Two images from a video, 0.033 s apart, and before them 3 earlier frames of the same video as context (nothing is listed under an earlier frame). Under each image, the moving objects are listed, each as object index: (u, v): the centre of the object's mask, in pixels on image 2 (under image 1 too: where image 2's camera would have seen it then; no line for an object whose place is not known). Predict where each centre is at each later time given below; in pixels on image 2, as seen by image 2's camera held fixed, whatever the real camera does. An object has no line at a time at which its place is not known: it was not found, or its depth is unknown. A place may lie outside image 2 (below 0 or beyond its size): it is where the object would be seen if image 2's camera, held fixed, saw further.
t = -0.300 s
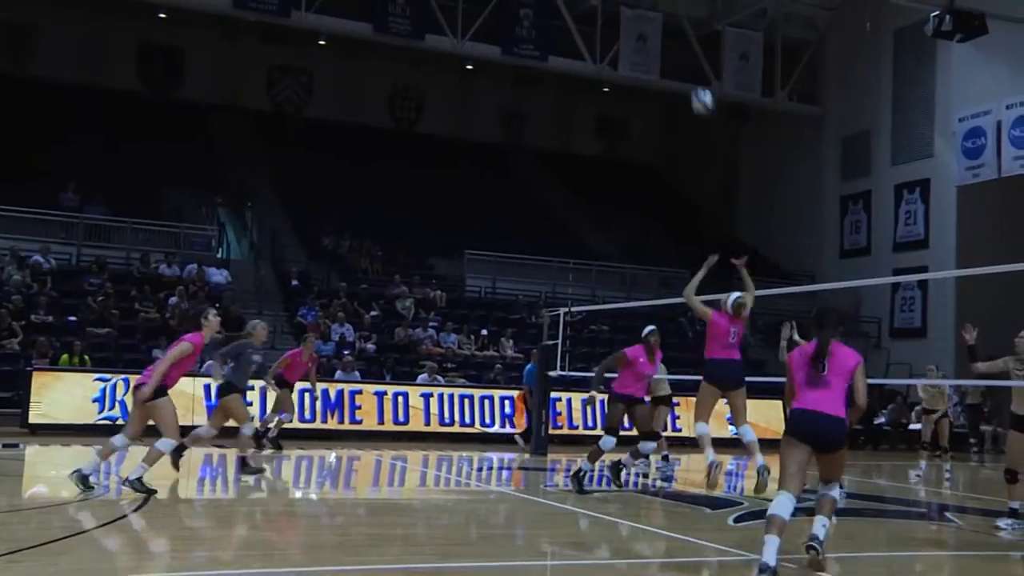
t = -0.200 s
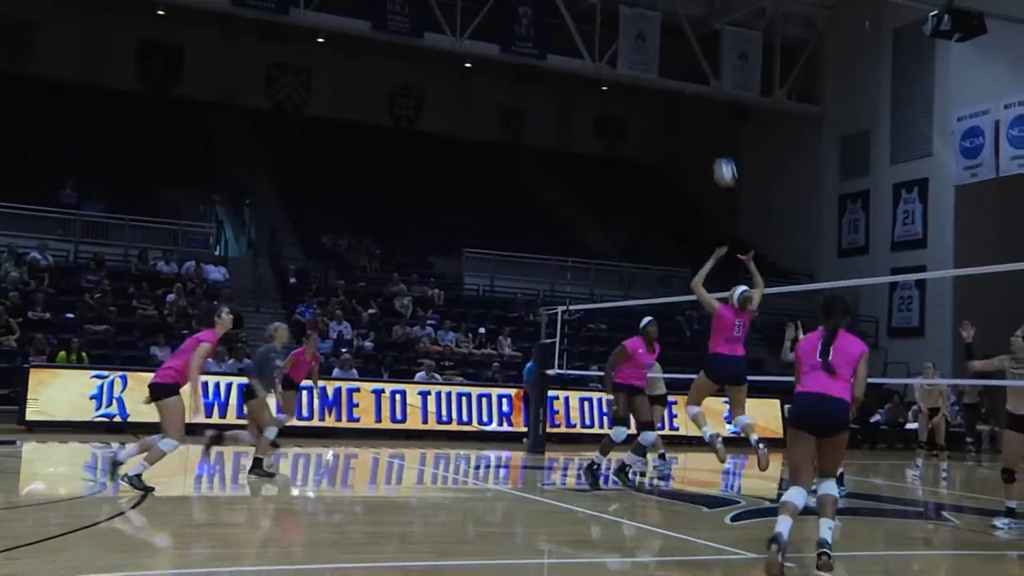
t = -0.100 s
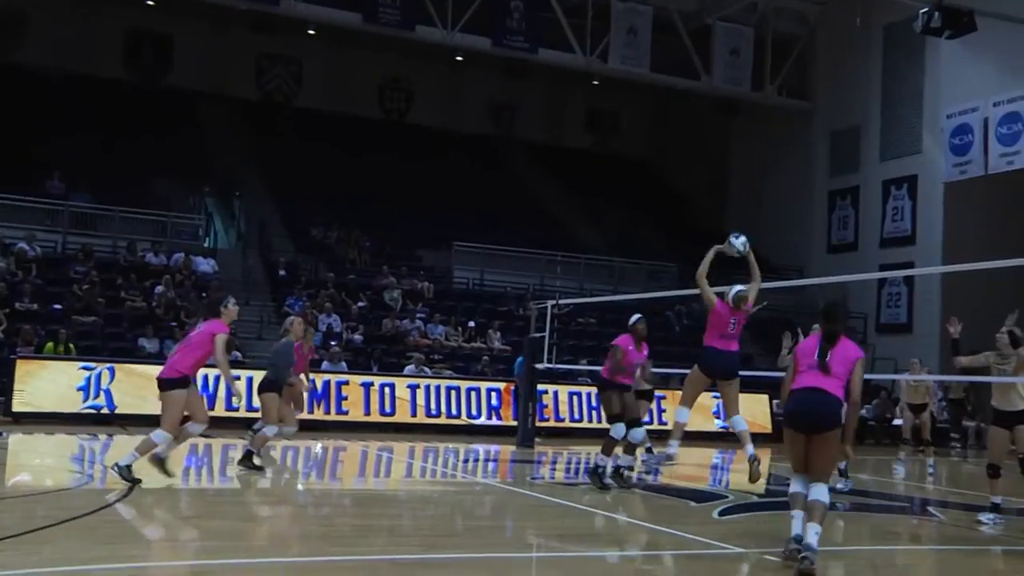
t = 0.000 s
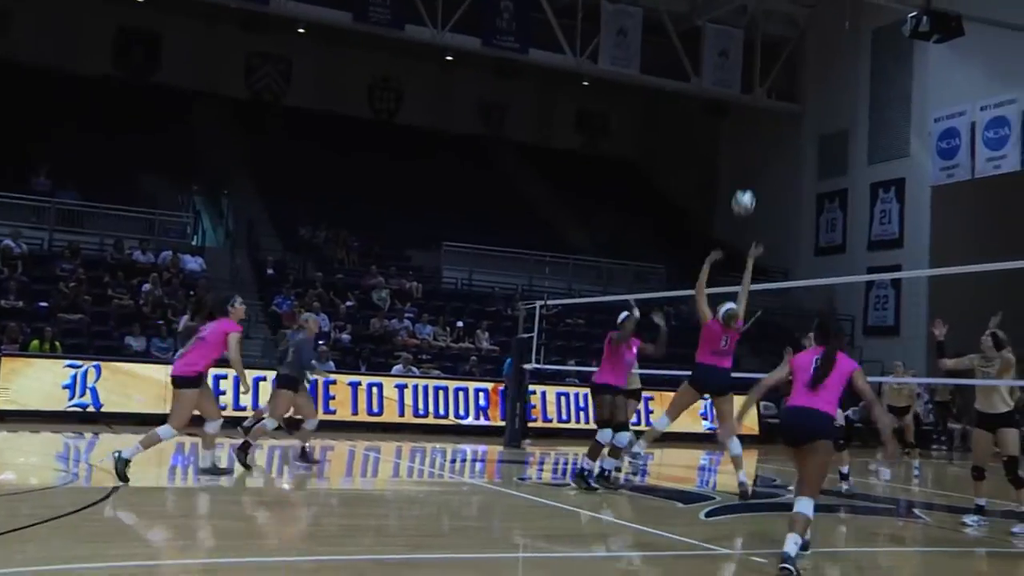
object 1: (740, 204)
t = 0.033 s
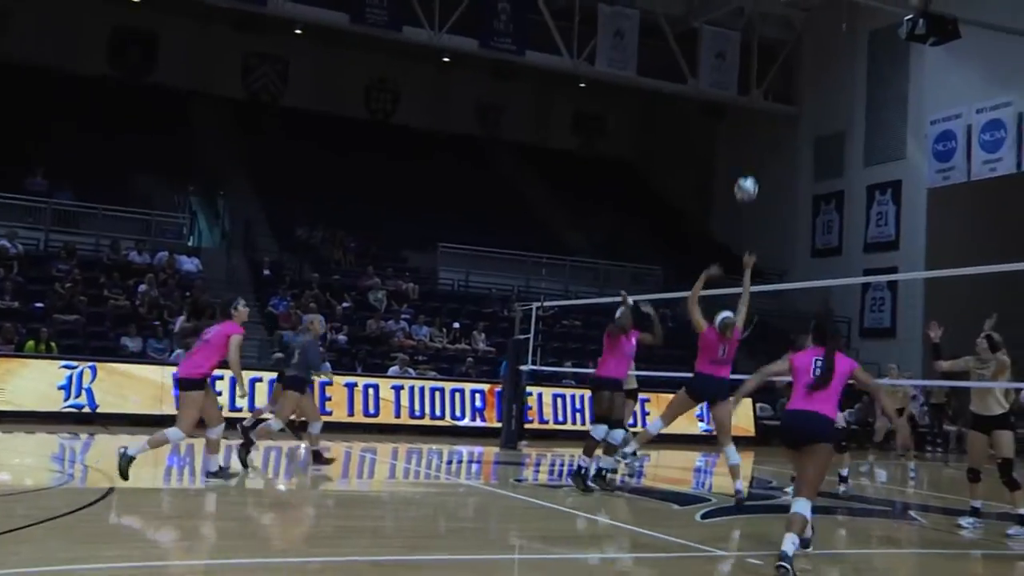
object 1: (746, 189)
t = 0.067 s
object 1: (752, 174)
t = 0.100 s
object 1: (758, 161)
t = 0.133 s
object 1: (762, 152)
